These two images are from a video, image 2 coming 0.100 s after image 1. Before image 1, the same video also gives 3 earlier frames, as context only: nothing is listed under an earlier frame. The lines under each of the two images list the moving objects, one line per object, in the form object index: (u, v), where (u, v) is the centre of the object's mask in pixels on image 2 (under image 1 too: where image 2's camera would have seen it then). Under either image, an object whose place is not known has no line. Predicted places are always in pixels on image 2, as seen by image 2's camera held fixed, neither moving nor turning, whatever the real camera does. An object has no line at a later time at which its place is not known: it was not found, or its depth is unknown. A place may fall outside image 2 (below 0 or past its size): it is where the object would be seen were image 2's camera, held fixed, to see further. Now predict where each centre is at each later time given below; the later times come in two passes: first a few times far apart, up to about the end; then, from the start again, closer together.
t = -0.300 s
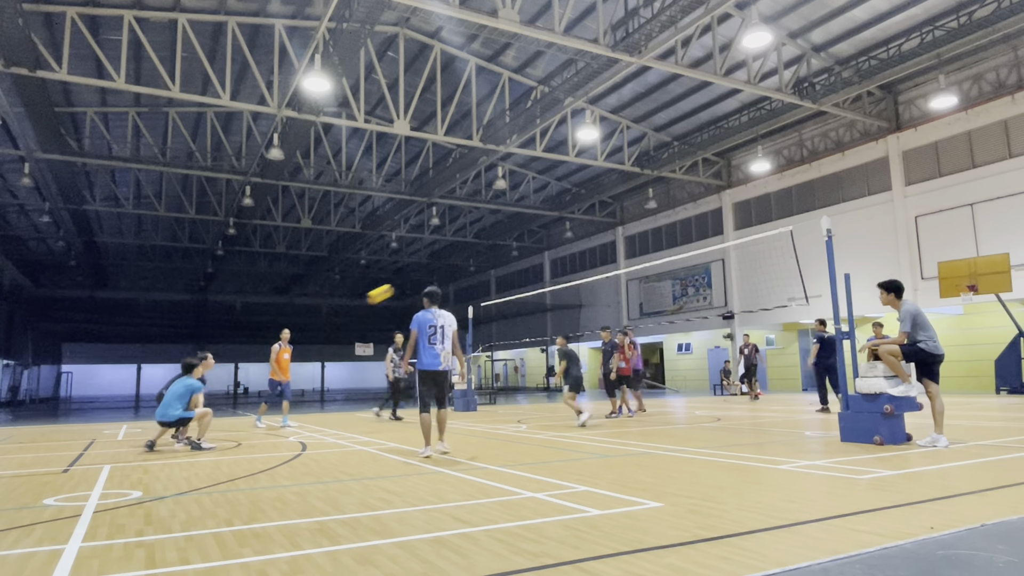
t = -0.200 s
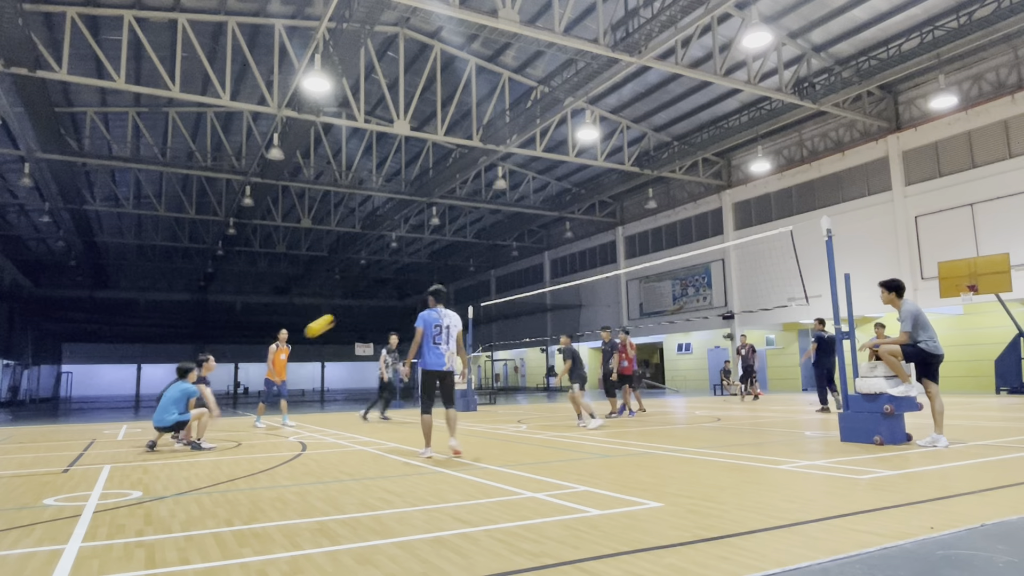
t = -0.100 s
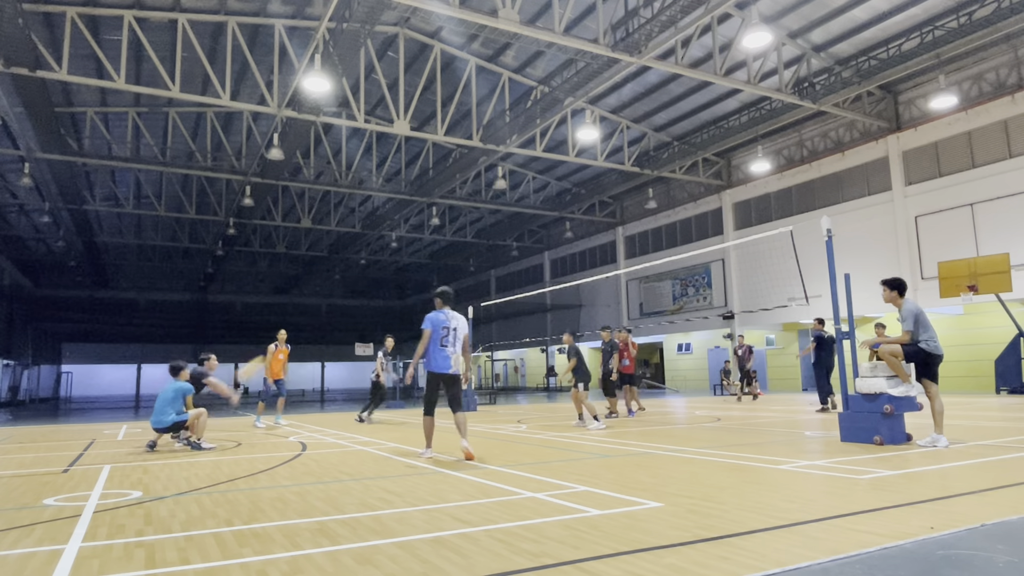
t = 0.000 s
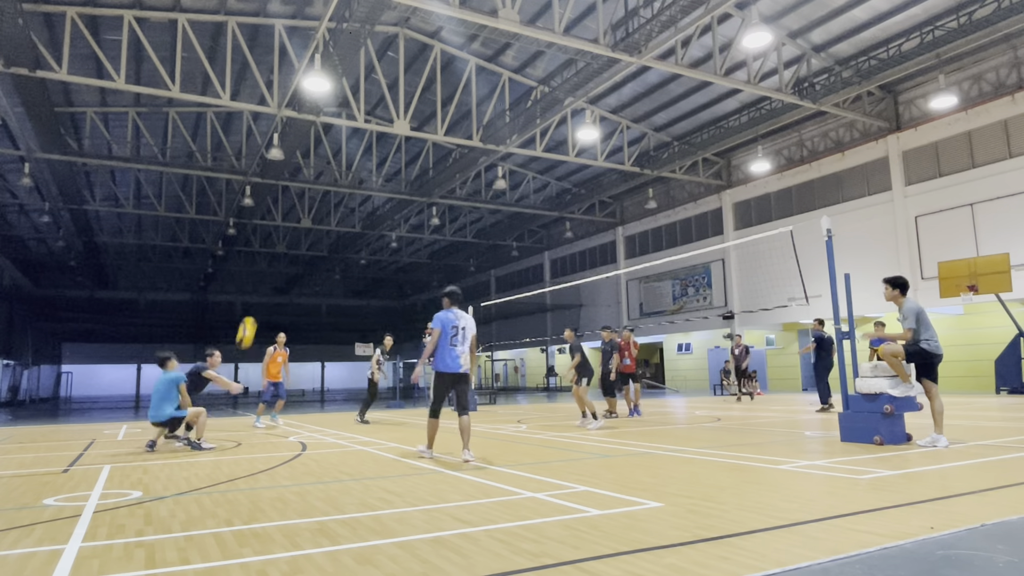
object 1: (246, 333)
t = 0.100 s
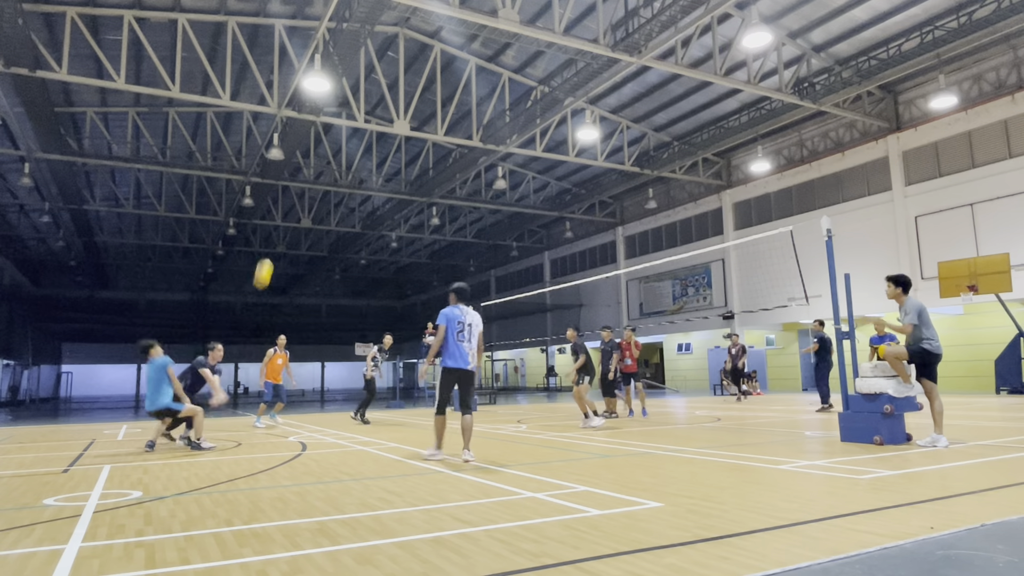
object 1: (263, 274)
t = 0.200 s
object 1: (280, 220)
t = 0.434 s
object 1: (318, 116)
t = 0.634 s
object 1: (352, 51)
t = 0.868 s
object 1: (395, 10)
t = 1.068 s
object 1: (437, 11)
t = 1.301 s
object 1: (496, 66)
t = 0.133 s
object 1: (269, 255)
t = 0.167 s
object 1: (275, 236)
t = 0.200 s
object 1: (280, 220)
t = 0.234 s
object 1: (285, 203)
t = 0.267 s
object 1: (291, 187)
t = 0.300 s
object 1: (296, 171)
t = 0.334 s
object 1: (302, 156)
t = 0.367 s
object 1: (307, 141)
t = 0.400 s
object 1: (312, 129)
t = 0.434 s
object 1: (318, 116)
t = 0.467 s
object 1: (323, 105)
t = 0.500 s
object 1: (331, 93)
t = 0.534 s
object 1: (337, 79)
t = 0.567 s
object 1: (341, 69)
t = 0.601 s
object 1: (346, 60)
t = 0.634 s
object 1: (352, 51)
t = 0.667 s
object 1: (358, 43)
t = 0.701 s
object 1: (363, 35)
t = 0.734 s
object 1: (370, 28)
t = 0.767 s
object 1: (376, 22)
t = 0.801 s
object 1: (382, 17)
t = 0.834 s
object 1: (388, 13)
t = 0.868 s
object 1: (395, 10)
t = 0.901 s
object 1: (401, 9)
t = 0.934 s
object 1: (408, 8)
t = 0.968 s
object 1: (416, 7)
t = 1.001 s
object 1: (423, 8)
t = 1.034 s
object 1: (430, 9)
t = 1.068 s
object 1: (437, 11)
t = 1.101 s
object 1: (444, 14)
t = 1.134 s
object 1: (452, 19)
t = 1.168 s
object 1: (461, 25)
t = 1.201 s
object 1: (470, 33)
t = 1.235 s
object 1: (478, 43)
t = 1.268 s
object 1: (487, 53)
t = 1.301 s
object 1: (496, 66)
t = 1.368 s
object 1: (517, 97)
